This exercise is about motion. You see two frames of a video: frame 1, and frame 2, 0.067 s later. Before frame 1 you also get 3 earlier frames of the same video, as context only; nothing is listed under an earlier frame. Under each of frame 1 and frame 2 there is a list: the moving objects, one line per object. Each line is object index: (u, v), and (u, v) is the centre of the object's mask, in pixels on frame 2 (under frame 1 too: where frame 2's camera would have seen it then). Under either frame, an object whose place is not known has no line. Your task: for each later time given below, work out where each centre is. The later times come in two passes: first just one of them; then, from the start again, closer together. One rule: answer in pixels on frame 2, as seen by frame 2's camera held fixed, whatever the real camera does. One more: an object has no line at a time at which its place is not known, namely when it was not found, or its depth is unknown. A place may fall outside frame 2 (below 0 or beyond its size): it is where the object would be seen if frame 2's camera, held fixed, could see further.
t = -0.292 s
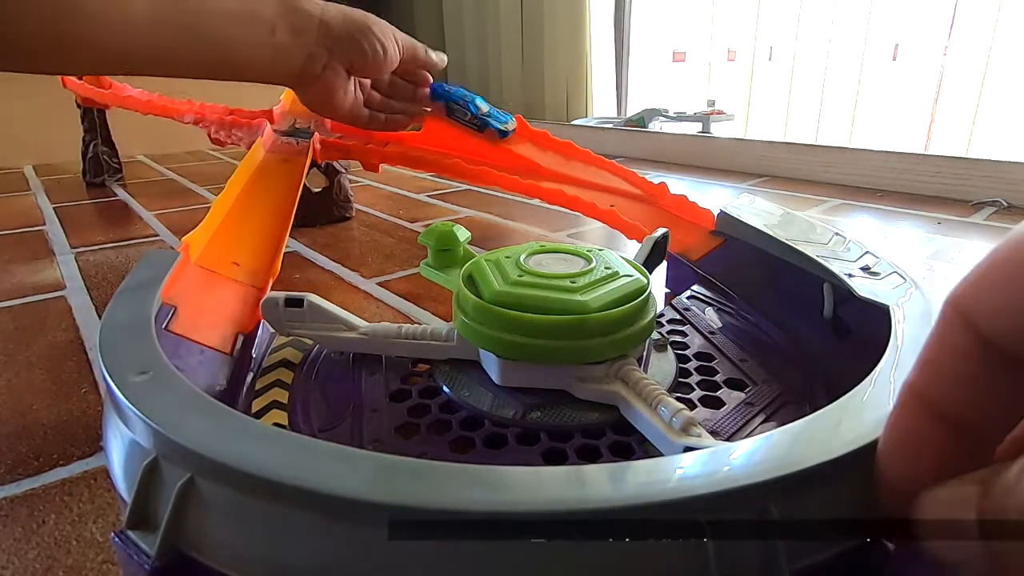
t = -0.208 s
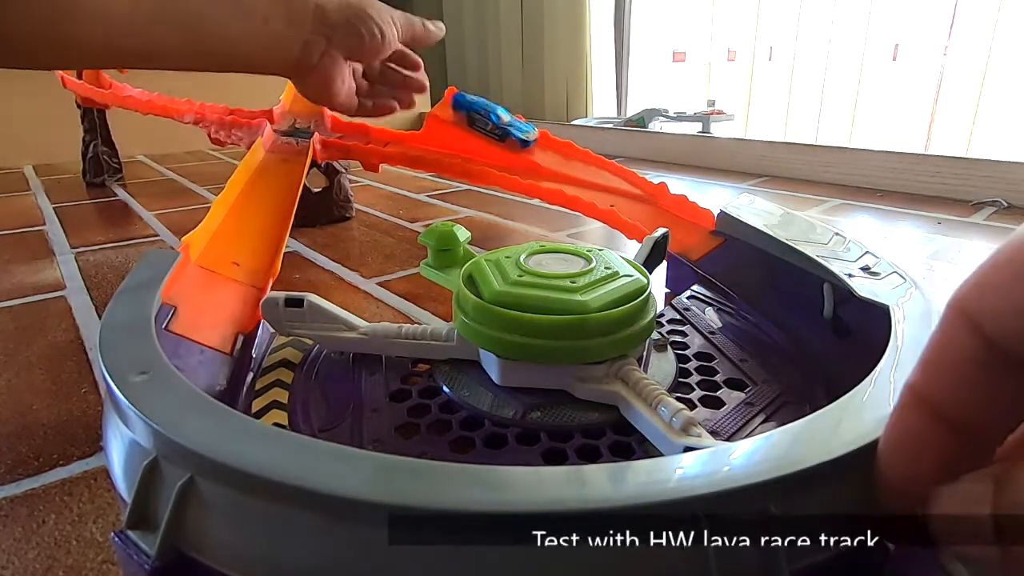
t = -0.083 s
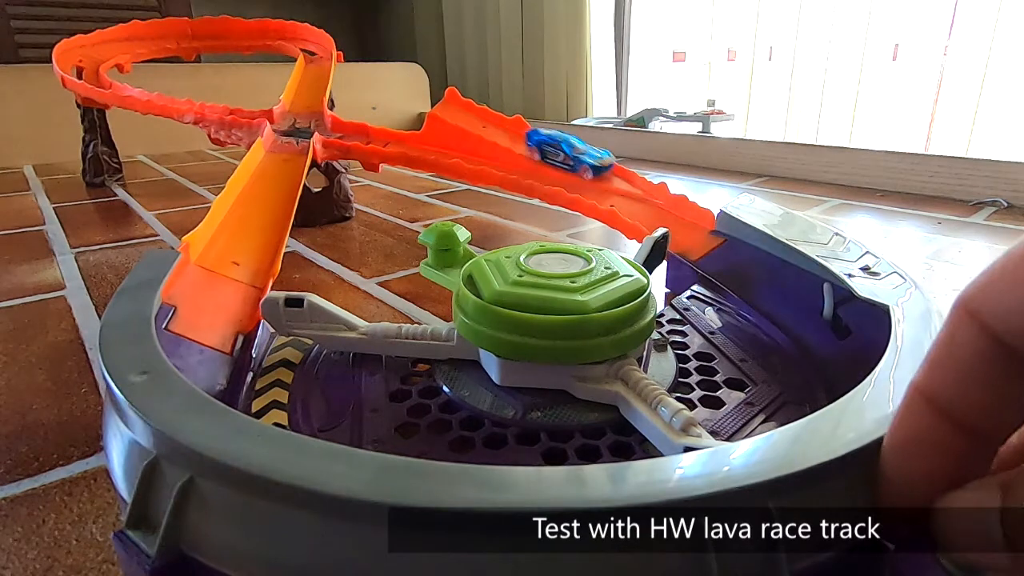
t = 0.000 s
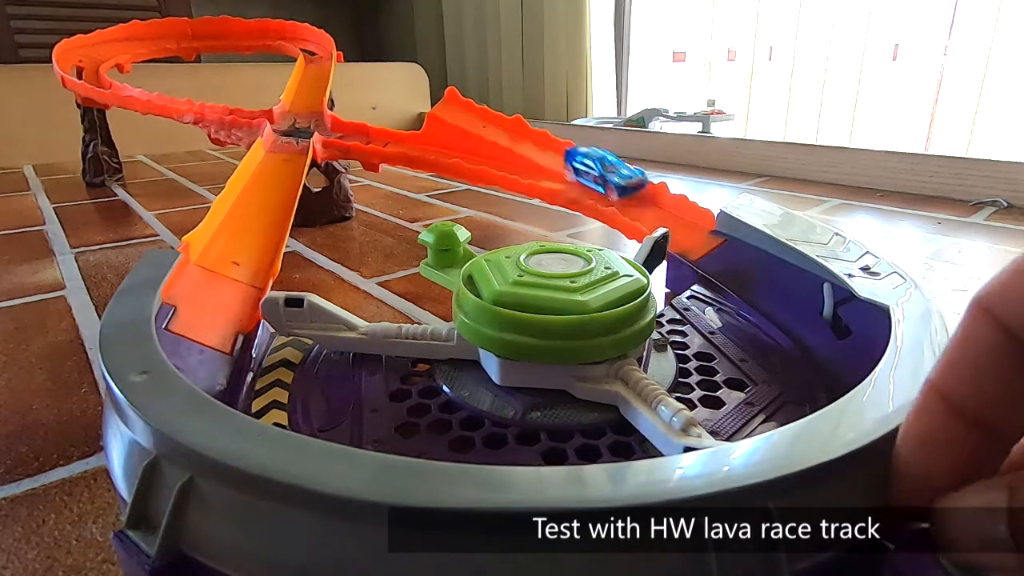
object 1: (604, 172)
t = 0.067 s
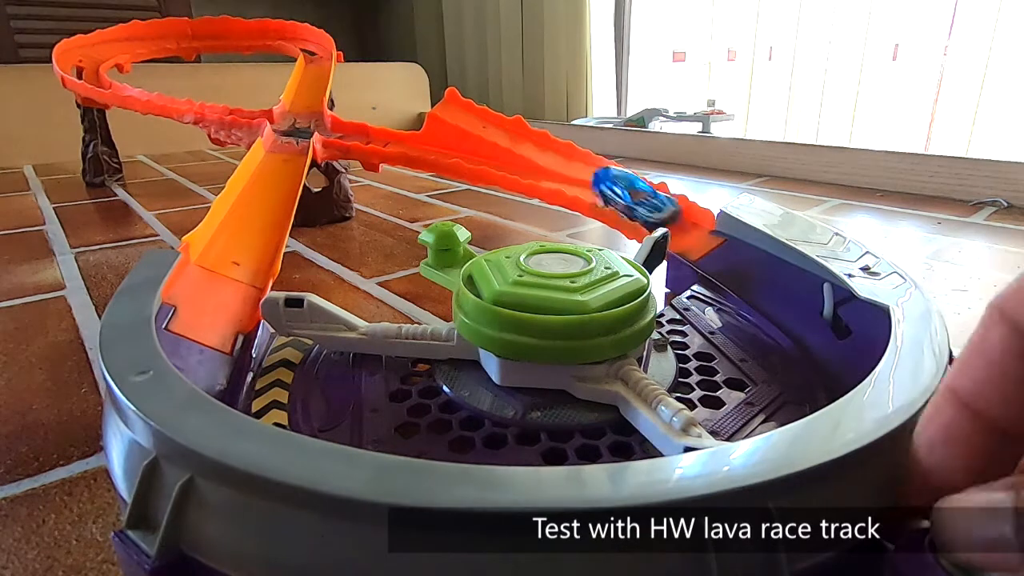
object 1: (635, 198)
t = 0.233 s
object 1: (765, 275)
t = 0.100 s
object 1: (656, 209)
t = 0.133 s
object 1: (679, 224)
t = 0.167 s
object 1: (704, 238)
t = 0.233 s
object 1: (765, 275)
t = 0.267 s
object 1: (781, 284)
